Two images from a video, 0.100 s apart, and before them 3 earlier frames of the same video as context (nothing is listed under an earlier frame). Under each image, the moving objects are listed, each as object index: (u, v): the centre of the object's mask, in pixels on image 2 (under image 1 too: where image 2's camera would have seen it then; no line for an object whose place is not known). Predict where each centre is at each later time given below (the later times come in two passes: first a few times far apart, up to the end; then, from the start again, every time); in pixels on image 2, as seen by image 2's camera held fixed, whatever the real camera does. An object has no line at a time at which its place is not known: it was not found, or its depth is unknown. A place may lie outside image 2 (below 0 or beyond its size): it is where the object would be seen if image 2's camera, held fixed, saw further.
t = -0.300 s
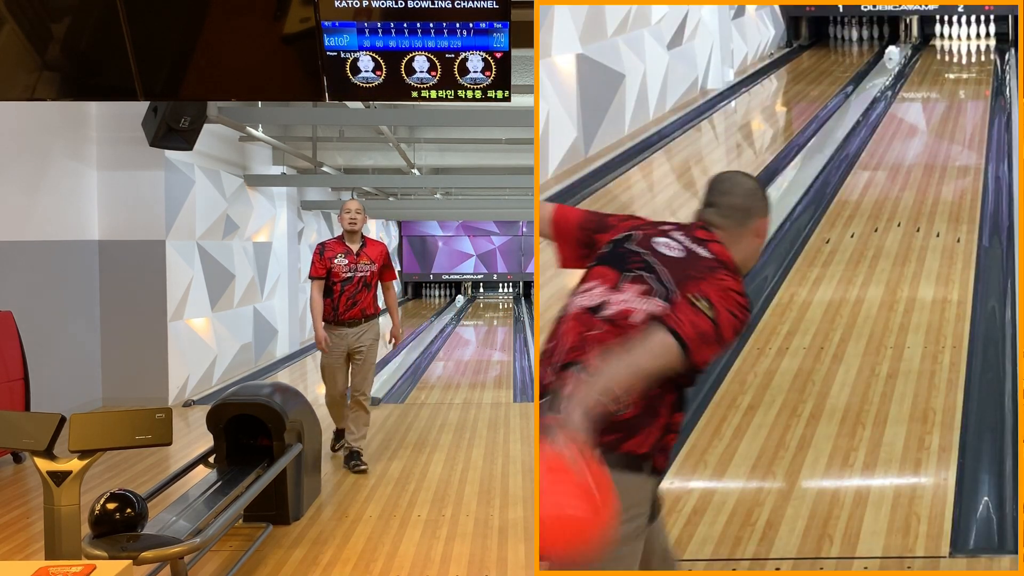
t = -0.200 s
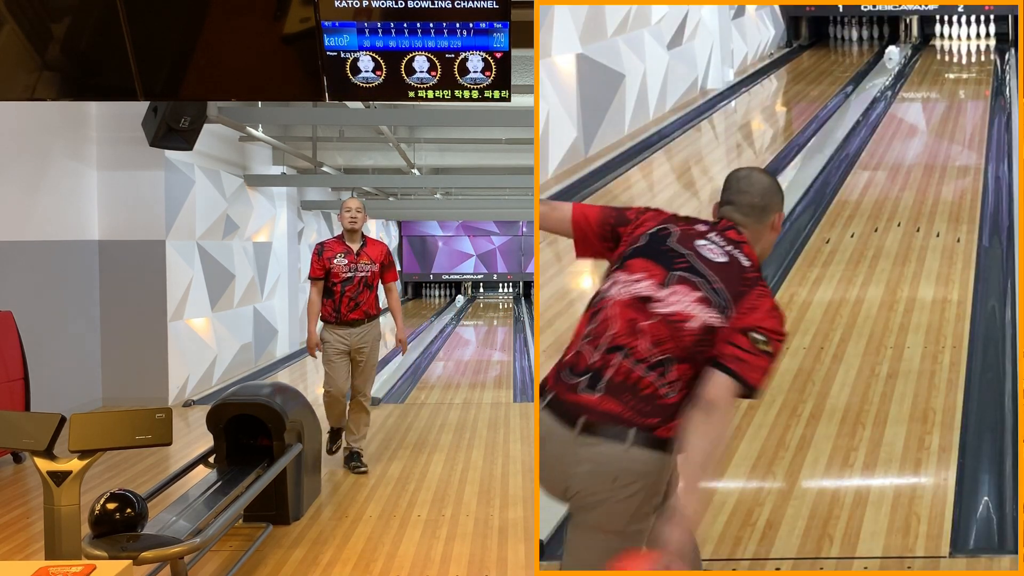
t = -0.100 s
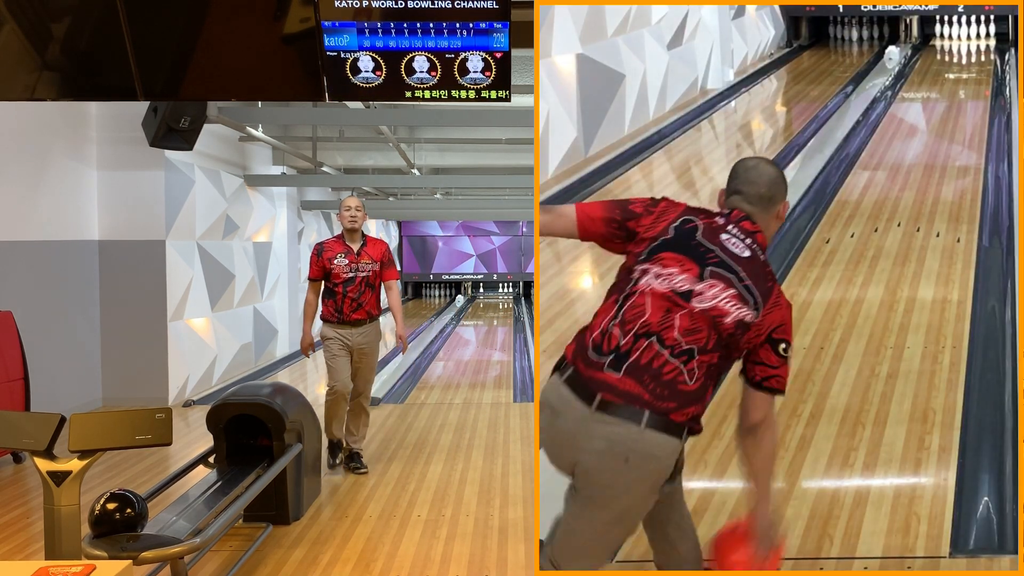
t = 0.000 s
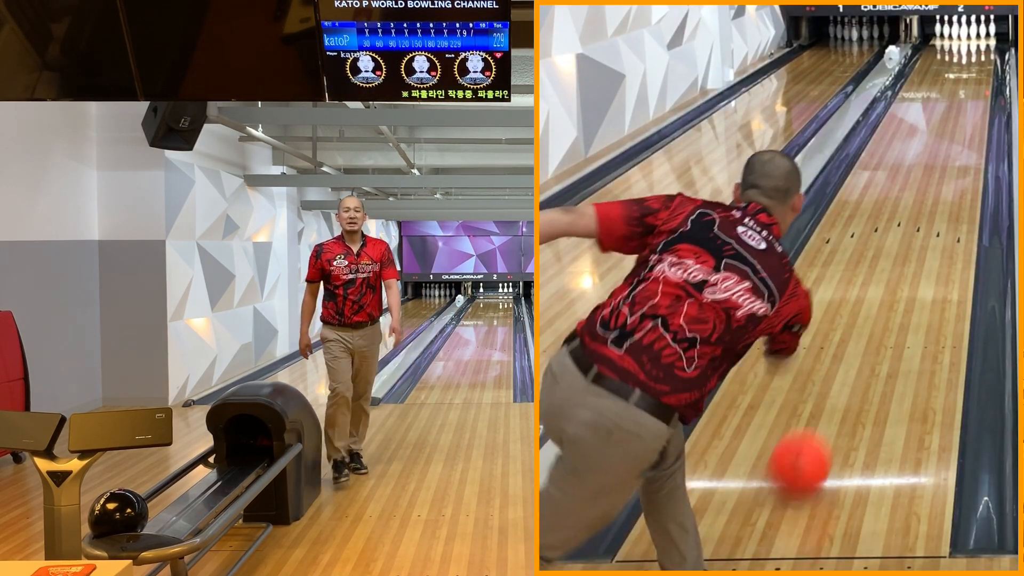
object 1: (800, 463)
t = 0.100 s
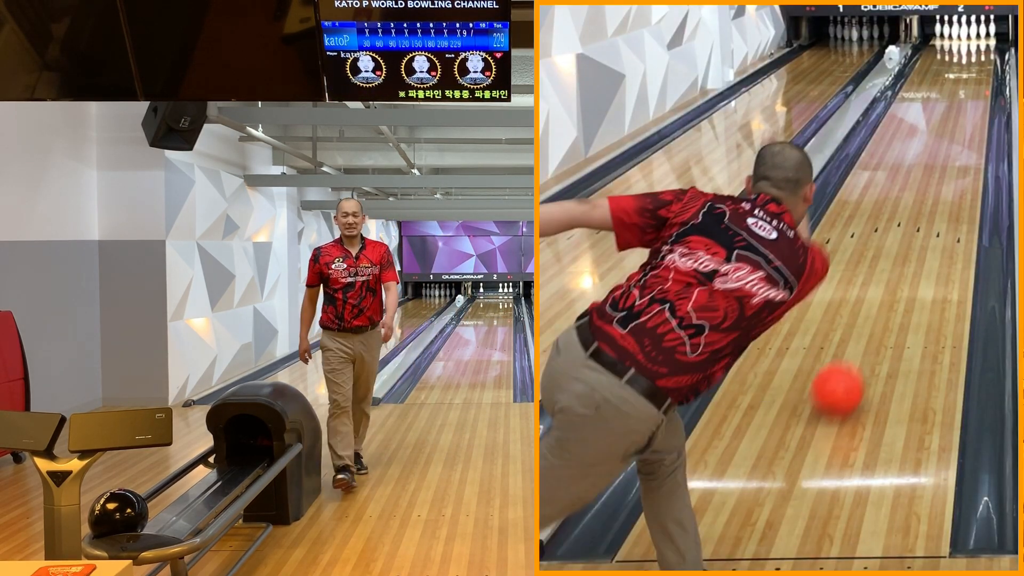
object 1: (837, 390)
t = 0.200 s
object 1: (866, 332)
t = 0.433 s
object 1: (910, 240)
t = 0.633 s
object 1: (934, 188)
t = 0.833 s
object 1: (950, 151)
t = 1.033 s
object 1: (962, 123)
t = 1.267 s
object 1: (971, 99)
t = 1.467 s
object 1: (975, 82)
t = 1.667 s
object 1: (977, 68)
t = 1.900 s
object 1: (975, 56)
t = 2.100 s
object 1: (973, 47)
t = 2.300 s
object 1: (967, 38)
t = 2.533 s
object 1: (962, 32)
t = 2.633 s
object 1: (961, 30)
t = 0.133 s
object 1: (848, 369)
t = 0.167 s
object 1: (857, 349)
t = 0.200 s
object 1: (866, 332)
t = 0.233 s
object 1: (874, 316)
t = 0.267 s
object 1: (881, 300)
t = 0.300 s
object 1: (888, 286)
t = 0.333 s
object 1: (894, 273)
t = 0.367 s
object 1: (900, 261)
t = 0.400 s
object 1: (905, 250)
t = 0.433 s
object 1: (910, 240)
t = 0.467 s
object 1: (915, 229)
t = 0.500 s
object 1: (919, 220)
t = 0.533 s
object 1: (923, 211)
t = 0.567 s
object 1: (927, 204)
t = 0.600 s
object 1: (931, 196)
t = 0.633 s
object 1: (934, 188)
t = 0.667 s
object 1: (937, 181)
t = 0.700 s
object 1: (940, 175)
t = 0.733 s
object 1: (943, 168)
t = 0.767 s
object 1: (945, 162)
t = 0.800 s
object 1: (948, 156)
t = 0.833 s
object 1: (950, 151)
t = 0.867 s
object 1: (953, 146)
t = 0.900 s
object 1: (955, 141)
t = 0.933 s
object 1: (957, 136)
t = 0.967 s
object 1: (959, 132)
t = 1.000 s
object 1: (960, 127)
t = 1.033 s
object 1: (962, 123)
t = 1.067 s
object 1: (964, 119)
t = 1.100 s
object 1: (965, 115)
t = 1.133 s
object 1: (966, 112)
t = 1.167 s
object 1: (968, 108)
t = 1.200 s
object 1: (969, 105)
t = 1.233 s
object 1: (970, 101)
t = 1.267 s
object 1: (971, 99)
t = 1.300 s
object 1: (972, 95)
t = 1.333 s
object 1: (973, 92)
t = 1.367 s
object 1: (973, 90)
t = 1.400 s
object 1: (974, 87)
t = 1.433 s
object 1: (975, 84)
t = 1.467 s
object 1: (975, 82)
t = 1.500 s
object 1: (976, 79)
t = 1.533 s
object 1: (976, 77)
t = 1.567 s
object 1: (976, 74)
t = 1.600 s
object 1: (976, 73)
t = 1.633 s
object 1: (977, 71)
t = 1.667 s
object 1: (977, 68)
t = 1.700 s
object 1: (977, 66)
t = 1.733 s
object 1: (976, 65)
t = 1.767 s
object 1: (977, 63)
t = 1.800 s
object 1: (976, 61)
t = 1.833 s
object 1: (976, 59)
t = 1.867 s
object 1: (976, 57)
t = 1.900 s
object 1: (975, 56)
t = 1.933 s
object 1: (975, 54)
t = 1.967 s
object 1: (975, 52)
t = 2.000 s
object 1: (974, 51)
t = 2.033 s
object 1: (974, 50)
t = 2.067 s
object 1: (974, 48)
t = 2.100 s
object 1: (973, 47)
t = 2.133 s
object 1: (972, 45)
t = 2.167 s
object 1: (972, 44)
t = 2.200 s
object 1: (971, 42)
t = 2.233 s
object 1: (970, 41)
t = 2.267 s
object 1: (968, 40)
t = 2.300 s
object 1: (967, 38)
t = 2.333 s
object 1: (966, 37)
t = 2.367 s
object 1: (965, 36)
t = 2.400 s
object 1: (964, 35)
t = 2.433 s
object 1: (964, 35)
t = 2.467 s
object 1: (963, 34)
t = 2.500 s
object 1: (962, 34)
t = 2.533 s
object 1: (962, 32)
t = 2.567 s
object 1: (961, 31)
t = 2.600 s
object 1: (961, 31)
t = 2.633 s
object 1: (961, 30)
